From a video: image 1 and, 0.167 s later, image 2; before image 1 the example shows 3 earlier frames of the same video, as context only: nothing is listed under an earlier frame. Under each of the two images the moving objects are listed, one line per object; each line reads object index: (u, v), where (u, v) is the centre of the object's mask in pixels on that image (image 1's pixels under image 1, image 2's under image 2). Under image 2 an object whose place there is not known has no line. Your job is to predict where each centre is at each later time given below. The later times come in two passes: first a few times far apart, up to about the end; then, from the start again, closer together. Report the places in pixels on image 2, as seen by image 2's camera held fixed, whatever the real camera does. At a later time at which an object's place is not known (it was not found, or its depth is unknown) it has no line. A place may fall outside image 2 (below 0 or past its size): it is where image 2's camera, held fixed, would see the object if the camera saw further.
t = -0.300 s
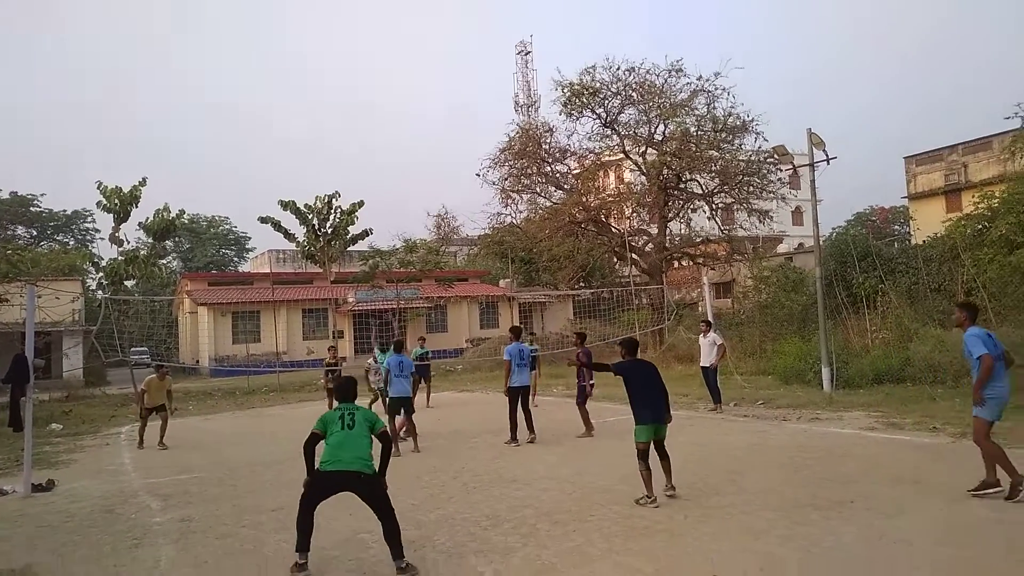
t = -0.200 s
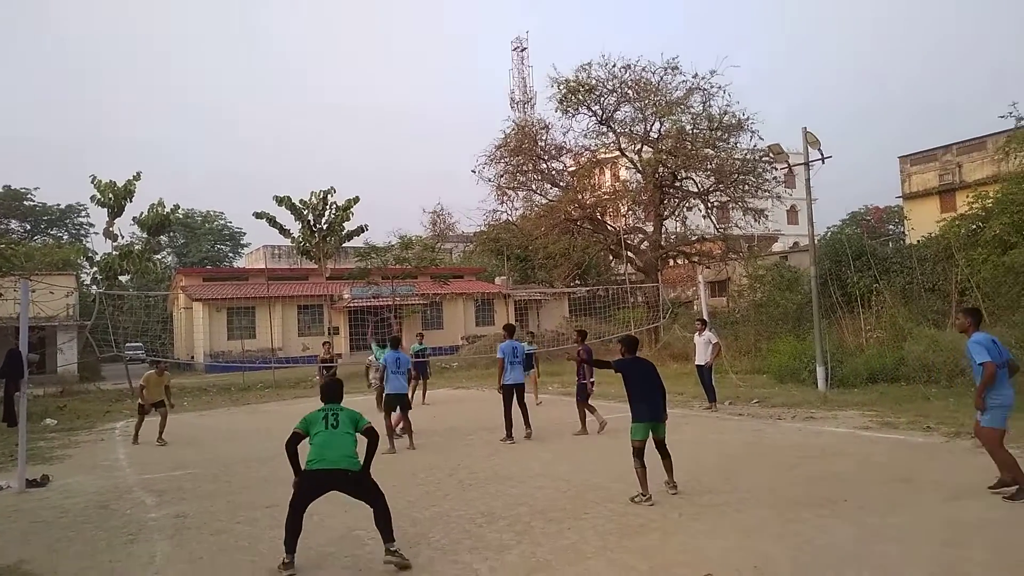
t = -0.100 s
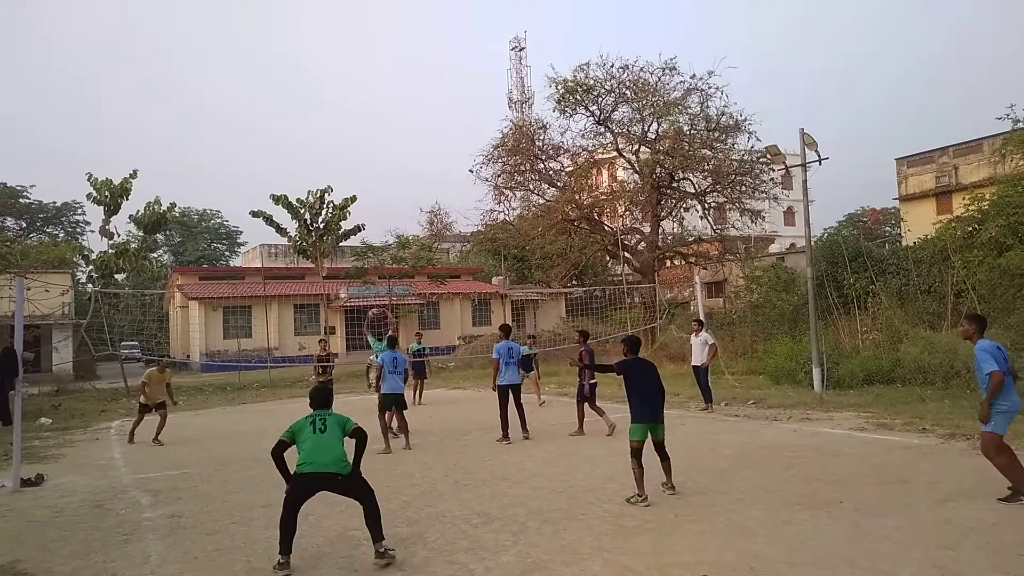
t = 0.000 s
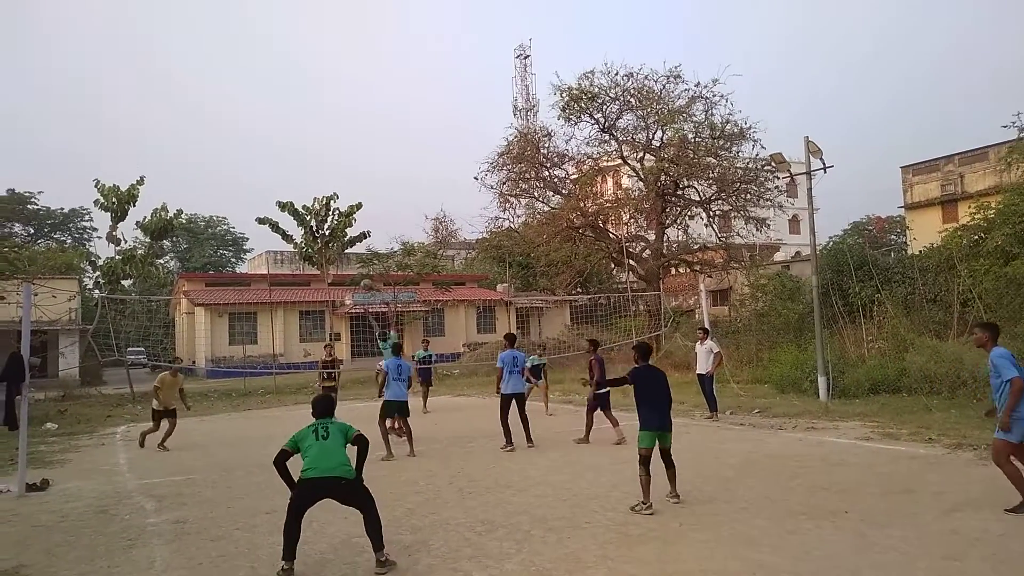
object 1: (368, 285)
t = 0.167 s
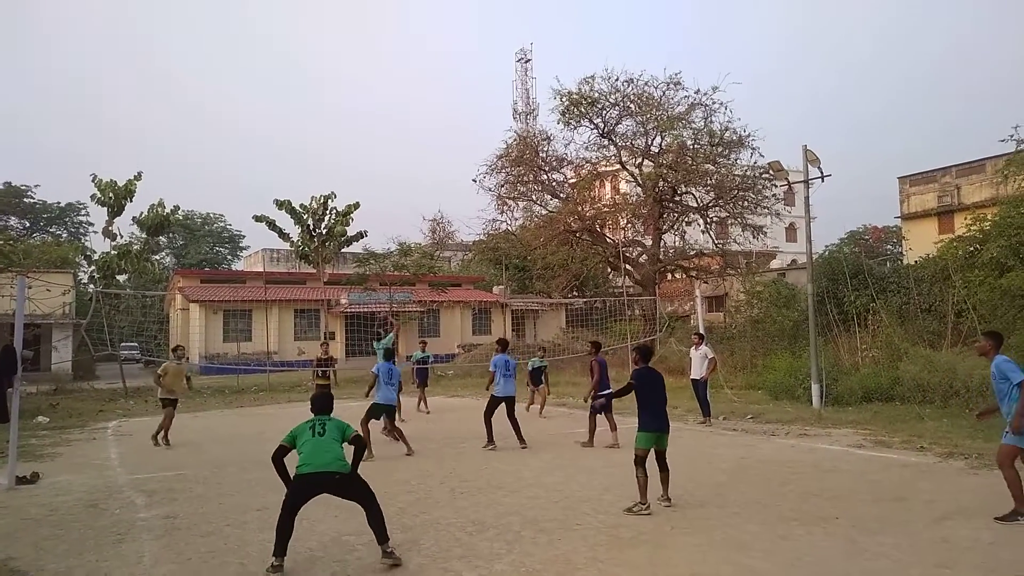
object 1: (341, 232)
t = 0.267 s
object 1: (327, 208)
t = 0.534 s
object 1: (292, 171)
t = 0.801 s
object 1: (257, 174)
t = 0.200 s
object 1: (336, 223)
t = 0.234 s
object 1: (331, 215)
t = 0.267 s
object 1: (327, 208)
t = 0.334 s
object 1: (319, 194)
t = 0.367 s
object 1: (314, 189)
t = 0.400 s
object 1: (310, 184)
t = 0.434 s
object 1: (305, 180)
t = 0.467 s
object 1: (301, 176)
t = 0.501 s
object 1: (297, 173)
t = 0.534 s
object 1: (292, 171)
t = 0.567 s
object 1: (288, 169)
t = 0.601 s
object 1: (284, 167)
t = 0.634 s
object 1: (280, 167)
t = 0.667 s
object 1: (275, 167)
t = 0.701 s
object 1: (271, 167)
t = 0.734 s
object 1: (266, 169)
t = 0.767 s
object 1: (262, 171)
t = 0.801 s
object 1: (257, 174)
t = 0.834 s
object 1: (252, 177)
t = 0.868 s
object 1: (248, 181)
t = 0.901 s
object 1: (244, 187)
